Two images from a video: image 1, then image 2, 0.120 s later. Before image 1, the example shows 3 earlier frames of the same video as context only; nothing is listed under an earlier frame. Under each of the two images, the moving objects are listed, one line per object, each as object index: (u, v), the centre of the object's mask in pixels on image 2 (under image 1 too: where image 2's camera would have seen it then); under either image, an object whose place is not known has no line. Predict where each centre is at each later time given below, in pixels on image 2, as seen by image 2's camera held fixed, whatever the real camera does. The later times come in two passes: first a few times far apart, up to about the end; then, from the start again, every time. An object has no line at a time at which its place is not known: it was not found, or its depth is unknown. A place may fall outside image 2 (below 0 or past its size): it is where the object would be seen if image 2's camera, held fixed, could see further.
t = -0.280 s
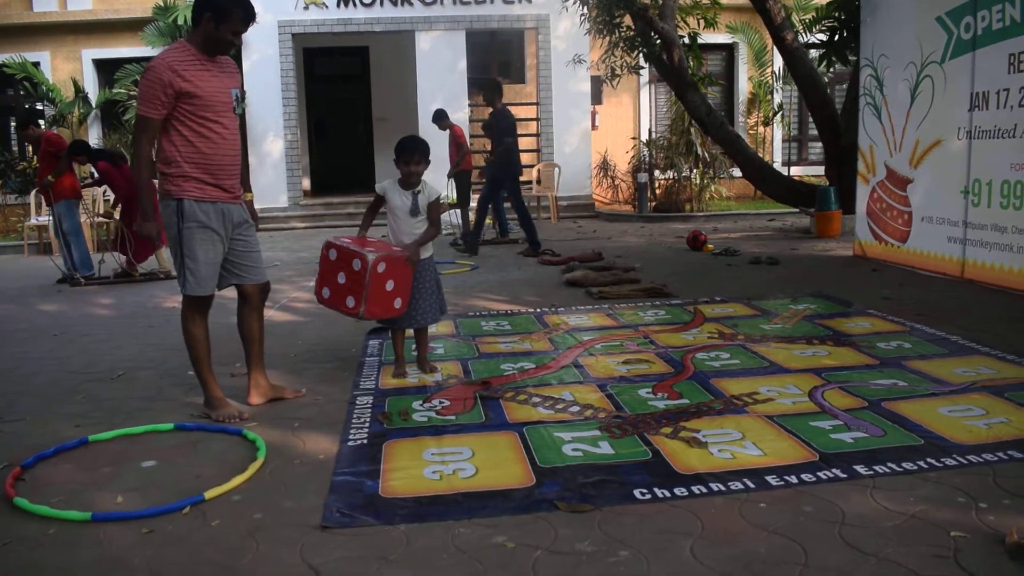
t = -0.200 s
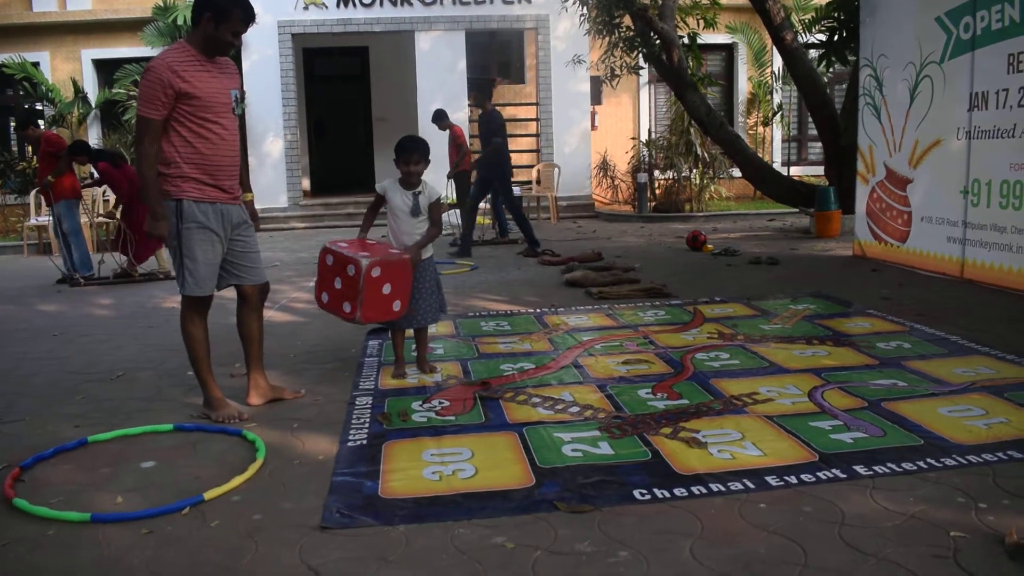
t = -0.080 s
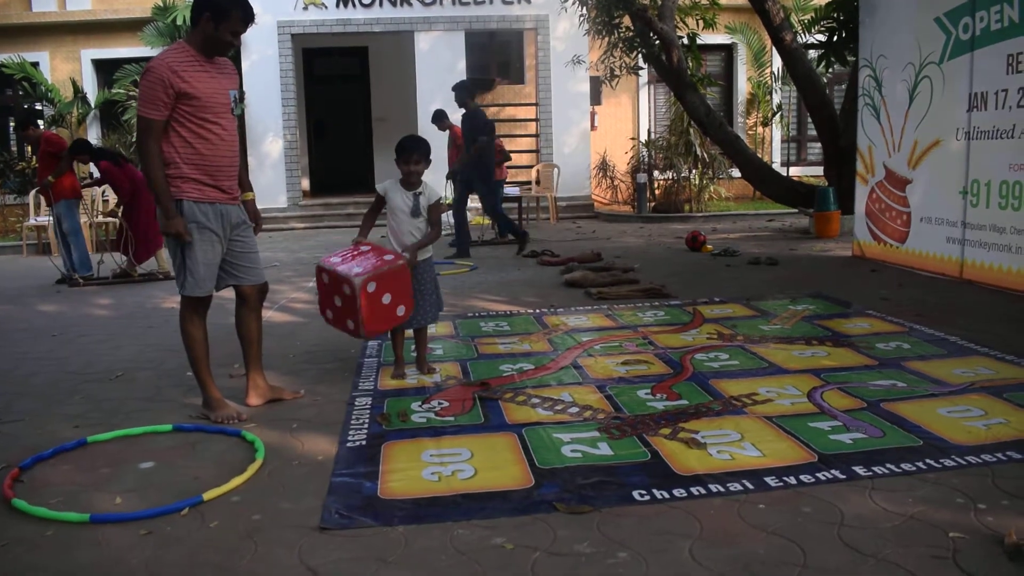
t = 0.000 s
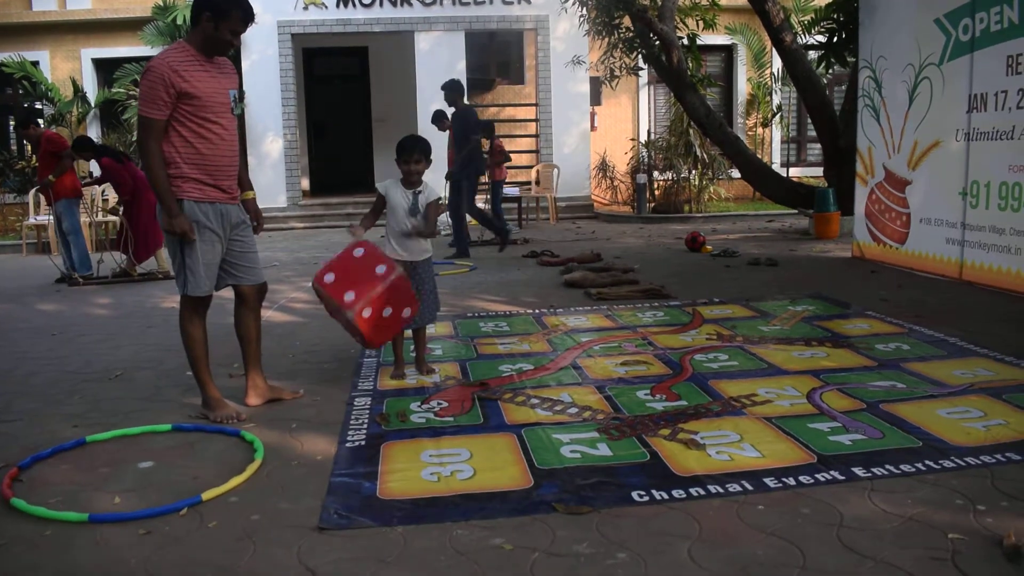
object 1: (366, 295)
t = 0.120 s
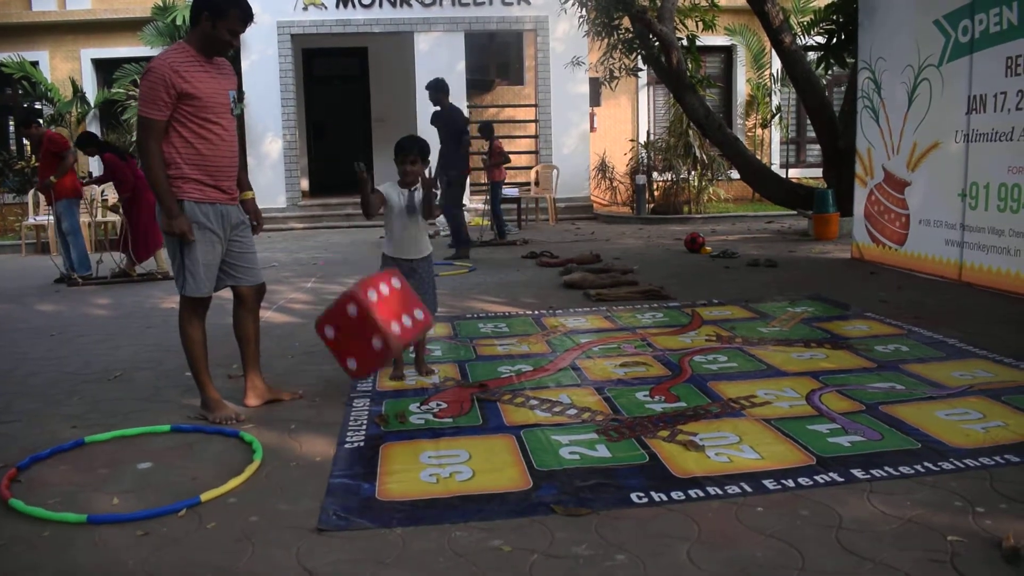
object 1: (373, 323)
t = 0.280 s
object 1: (386, 365)
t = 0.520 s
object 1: (410, 389)
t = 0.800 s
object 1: (446, 444)
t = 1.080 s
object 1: (444, 457)
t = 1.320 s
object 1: (414, 477)
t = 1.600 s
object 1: (401, 485)
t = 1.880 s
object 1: (374, 508)
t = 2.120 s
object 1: (348, 516)
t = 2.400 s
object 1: (348, 526)
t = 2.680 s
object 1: (347, 530)
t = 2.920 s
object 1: (347, 524)
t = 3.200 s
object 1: (347, 522)
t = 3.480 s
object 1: (346, 530)
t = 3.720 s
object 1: (347, 529)
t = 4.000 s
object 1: (346, 534)
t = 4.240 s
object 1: (346, 533)
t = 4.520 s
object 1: (346, 540)
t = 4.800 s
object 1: (346, 535)
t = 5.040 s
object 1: (346, 535)
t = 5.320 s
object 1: (346, 538)
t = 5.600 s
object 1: (346, 538)
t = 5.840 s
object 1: (346, 538)
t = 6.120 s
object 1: (346, 539)
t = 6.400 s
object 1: (346, 540)
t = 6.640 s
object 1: (346, 540)
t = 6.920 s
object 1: (346, 540)
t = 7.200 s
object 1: (345, 540)
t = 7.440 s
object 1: (346, 540)
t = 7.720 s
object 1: (346, 540)
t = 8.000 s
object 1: (346, 540)
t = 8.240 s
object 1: (345, 540)
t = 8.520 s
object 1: (346, 540)
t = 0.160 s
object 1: (379, 342)
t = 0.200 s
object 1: (383, 362)
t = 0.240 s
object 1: (384, 367)
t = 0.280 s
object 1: (386, 365)
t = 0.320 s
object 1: (389, 366)
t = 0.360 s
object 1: (393, 370)
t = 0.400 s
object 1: (398, 384)
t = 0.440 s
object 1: (402, 398)
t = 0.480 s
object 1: (407, 399)
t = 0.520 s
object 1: (410, 389)
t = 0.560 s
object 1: (415, 383)
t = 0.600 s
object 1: (421, 381)
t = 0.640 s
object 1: (426, 383)
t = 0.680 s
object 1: (431, 390)
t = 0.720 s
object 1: (436, 402)
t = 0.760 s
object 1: (441, 424)
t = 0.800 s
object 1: (446, 444)
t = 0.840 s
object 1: (449, 445)
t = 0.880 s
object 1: (448, 441)
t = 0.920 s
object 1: (447, 441)
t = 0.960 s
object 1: (447, 442)
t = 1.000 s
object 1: (446, 446)
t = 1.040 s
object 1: (446, 448)
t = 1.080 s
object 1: (444, 457)
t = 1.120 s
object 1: (441, 467)
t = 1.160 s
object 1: (438, 476)
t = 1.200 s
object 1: (432, 478)
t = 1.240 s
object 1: (425, 477)
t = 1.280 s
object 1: (419, 478)
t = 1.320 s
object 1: (414, 477)
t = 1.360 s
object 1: (410, 478)
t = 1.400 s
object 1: (407, 479)
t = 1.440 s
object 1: (405, 481)
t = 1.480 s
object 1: (405, 482)
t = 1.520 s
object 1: (405, 483)
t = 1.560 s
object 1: (403, 484)
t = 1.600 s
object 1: (401, 485)
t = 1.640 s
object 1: (398, 487)
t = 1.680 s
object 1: (393, 489)
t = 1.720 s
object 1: (389, 491)
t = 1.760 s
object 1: (385, 494)
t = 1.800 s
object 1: (382, 499)
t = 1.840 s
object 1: (378, 505)
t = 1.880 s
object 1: (374, 508)
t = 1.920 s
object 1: (371, 511)
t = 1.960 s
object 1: (366, 514)
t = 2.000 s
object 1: (359, 518)
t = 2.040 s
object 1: (355, 516)
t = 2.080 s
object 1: (350, 516)
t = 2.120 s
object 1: (348, 516)
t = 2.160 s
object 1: (346, 517)
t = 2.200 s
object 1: (346, 521)
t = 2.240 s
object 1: (348, 524)
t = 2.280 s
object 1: (348, 525)
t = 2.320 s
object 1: (348, 525)
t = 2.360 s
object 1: (349, 525)
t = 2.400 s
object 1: (348, 526)
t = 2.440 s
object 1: (346, 526)
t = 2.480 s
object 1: (346, 527)
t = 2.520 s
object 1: (346, 529)
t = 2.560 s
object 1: (346, 531)
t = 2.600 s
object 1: (346, 531)
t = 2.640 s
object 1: (346, 531)
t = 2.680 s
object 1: (347, 530)
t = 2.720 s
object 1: (346, 530)
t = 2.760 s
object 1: (346, 530)
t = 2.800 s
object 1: (346, 530)
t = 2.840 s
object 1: (347, 527)
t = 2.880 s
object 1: (347, 525)
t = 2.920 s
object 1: (347, 524)
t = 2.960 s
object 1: (347, 522)
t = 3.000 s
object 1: (347, 521)
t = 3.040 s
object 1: (347, 519)
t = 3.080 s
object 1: (347, 519)
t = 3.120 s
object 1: (347, 519)
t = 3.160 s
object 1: (347, 520)
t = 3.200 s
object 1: (347, 522)
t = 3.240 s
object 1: (347, 524)
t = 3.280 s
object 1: (347, 525)
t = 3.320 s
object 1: (346, 527)
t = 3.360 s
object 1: (346, 529)
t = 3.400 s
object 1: (346, 530)
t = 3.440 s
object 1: (346, 530)
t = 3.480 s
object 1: (346, 530)
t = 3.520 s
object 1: (346, 530)
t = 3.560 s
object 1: (346, 530)
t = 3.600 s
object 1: (347, 529)
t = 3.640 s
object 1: (347, 529)
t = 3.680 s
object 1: (347, 529)
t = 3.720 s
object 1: (347, 529)
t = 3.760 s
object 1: (347, 531)
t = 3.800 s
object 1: (346, 532)
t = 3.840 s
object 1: (346, 533)
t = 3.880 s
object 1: (346, 534)
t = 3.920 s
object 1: (346, 534)
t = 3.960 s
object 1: (346, 534)
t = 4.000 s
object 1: (346, 534)
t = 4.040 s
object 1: (346, 534)
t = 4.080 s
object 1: (346, 534)
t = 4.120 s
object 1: (346, 534)
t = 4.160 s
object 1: (346, 534)
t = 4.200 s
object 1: (346, 534)
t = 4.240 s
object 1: (346, 533)
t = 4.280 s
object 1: (346, 533)
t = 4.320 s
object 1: (346, 534)
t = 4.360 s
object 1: (346, 534)
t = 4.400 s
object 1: (346, 534)
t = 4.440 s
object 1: (346, 537)
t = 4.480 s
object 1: (346, 539)
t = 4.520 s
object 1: (346, 540)
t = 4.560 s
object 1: (346, 540)
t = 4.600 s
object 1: (346, 540)
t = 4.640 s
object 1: (346, 539)
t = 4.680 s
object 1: (346, 538)
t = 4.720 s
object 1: (346, 538)
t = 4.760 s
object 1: (346, 536)
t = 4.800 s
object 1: (346, 535)
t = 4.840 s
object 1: (346, 534)
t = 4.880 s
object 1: (346, 534)
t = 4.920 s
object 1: (346, 534)
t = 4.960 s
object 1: (346, 535)
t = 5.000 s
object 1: (346, 535)
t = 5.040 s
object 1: (346, 535)
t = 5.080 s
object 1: (346, 536)
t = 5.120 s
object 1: (346, 536)
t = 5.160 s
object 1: (346, 536)
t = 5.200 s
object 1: (346, 536)
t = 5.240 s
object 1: (346, 536)
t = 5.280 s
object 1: (346, 536)
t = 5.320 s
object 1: (346, 538)
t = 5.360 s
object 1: (345, 538)
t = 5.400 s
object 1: (346, 538)
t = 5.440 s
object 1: (346, 538)
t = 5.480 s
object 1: (346, 538)
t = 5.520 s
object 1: (346, 538)
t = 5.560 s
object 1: (346, 538)
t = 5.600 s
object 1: (346, 538)
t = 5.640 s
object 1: (346, 538)
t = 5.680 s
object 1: (345, 539)
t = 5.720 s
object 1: (345, 539)
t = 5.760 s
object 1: (346, 539)
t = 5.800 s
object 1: (346, 539)
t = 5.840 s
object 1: (346, 538)
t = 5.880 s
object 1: (346, 539)
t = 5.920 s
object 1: (345, 539)
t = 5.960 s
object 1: (346, 539)
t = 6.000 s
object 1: (346, 539)
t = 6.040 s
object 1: (346, 539)
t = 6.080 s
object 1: (346, 539)
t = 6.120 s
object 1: (346, 539)
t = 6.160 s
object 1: (346, 539)
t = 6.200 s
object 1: (346, 539)
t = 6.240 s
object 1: (346, 539)
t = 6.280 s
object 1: (346, 540)
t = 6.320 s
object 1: (346, 540)
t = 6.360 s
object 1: (346, 540)
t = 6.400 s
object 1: (346, 540)
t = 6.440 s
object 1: (346, 540)
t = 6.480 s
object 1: (346, 540)
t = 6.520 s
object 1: (346, 540)
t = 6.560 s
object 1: (346, 540)
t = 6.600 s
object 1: (346, 540)
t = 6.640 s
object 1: (346, 540)
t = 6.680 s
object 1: (346, 541)
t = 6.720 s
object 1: (346, 541)
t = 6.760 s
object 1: (346, 540)
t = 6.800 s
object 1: (346, 540)
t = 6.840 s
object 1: (346, 540)
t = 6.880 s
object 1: (346, 540)
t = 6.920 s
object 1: (346, 540)
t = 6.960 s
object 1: (345, 540)
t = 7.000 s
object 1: (346, 540)
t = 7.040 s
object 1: (346, 540)
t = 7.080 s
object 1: (346, 540)
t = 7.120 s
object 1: (346, 540)
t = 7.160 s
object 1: (346, 540)
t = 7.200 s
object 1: (345, 540)
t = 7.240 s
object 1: (346, 540)
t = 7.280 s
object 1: (346, 540)
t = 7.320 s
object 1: (346, 540)
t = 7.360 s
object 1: (346, 540)
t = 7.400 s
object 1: (346, 540)
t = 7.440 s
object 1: (346, 540)
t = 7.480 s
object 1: (346, 540)
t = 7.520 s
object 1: (346, 540)
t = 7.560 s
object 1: (346, 540)
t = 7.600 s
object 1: (346, 540)
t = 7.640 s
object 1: (346, 540)
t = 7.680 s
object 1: (346, 540)
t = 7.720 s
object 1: (346, 540)
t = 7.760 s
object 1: (346, 540)
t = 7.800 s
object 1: (346, 540)
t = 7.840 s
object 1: (346, 540)
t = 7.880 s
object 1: (346, 540)
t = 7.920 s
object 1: (346, 540)
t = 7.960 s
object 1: (346, 540)
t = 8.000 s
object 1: (346, 540)
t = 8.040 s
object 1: (346, 540)
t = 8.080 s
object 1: (346, 540)
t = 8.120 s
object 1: (346, 540)
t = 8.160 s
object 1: (346, 540)
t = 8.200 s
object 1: (346, 540)
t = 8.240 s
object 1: (345, 540)
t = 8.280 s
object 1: (346, 540)
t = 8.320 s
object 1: (346, 540)
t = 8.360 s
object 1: (346, 540)
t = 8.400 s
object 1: (345, 540)
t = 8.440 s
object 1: (345, 540)
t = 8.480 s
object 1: (346, 540)
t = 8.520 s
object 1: (346, 540)
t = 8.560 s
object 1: (346, 540)
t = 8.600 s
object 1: (346, 540)
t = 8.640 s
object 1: (346, 540)
